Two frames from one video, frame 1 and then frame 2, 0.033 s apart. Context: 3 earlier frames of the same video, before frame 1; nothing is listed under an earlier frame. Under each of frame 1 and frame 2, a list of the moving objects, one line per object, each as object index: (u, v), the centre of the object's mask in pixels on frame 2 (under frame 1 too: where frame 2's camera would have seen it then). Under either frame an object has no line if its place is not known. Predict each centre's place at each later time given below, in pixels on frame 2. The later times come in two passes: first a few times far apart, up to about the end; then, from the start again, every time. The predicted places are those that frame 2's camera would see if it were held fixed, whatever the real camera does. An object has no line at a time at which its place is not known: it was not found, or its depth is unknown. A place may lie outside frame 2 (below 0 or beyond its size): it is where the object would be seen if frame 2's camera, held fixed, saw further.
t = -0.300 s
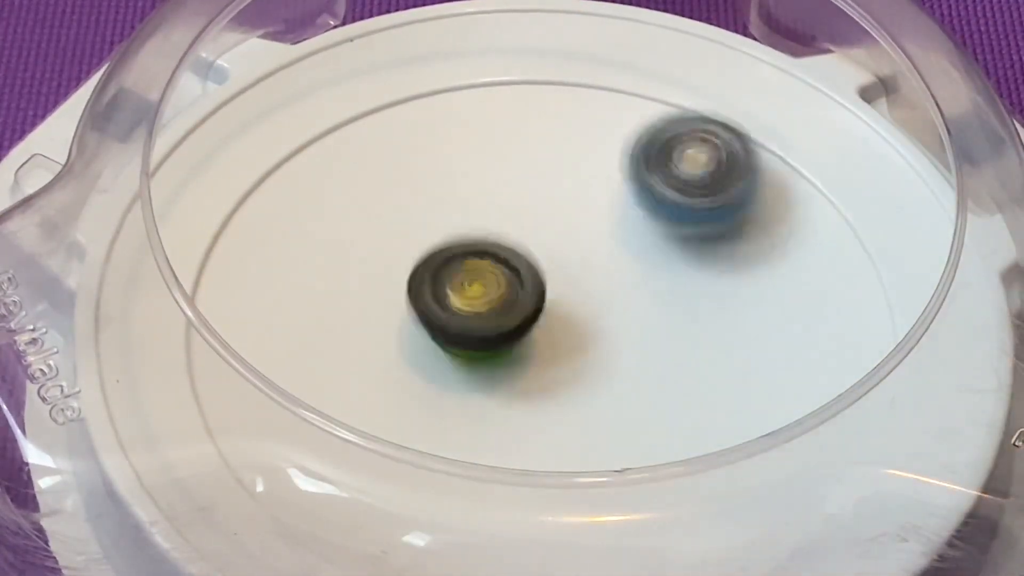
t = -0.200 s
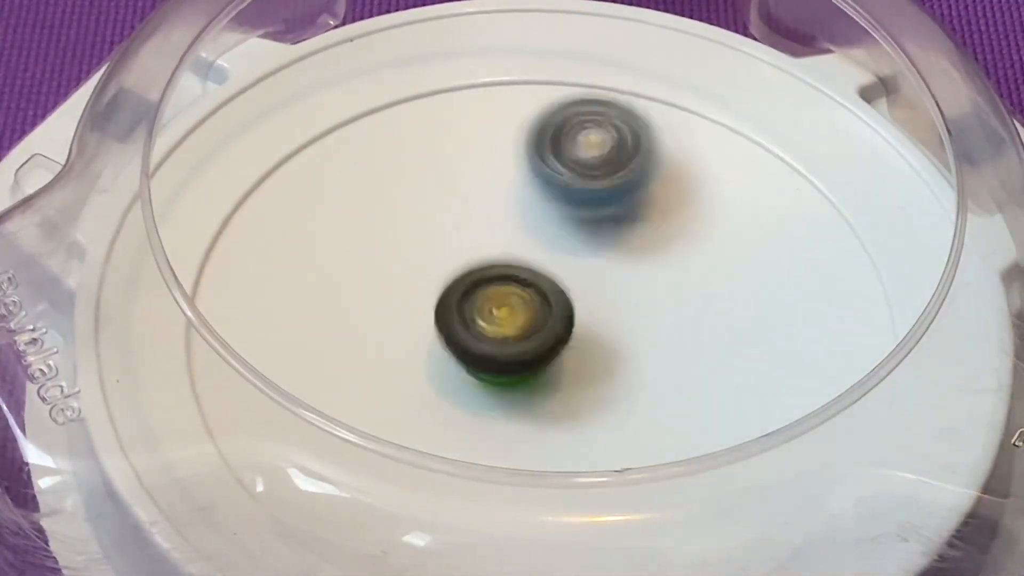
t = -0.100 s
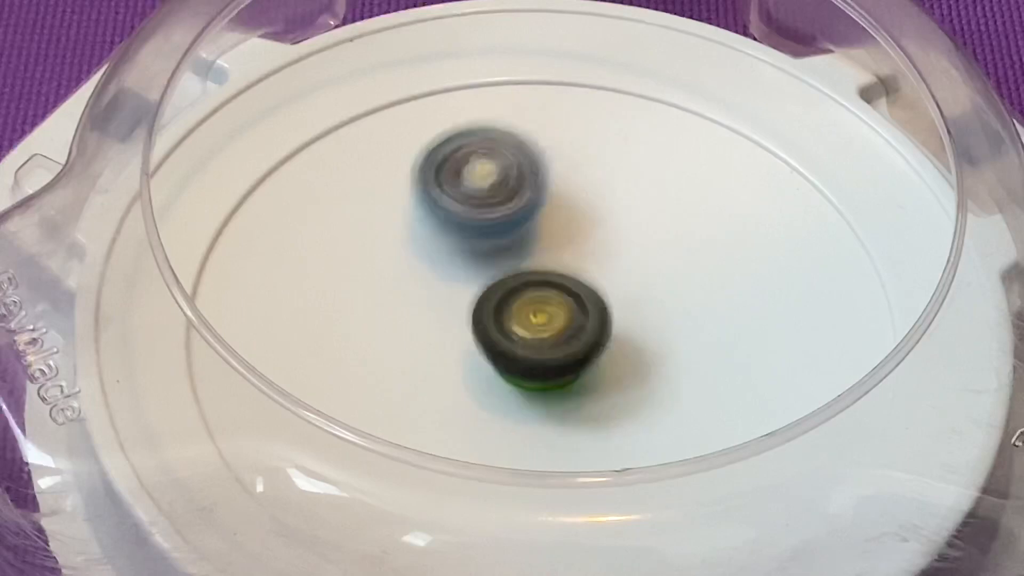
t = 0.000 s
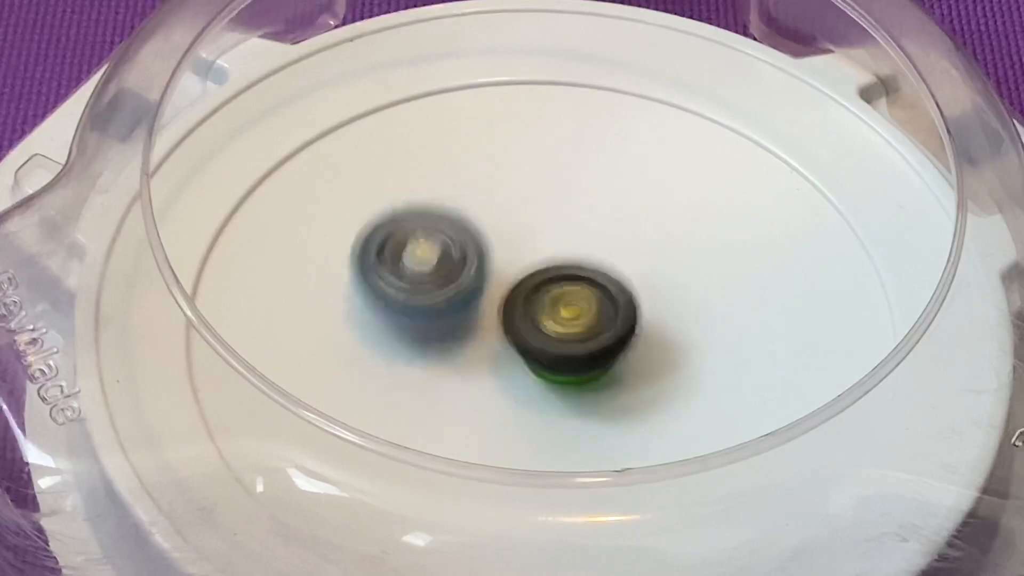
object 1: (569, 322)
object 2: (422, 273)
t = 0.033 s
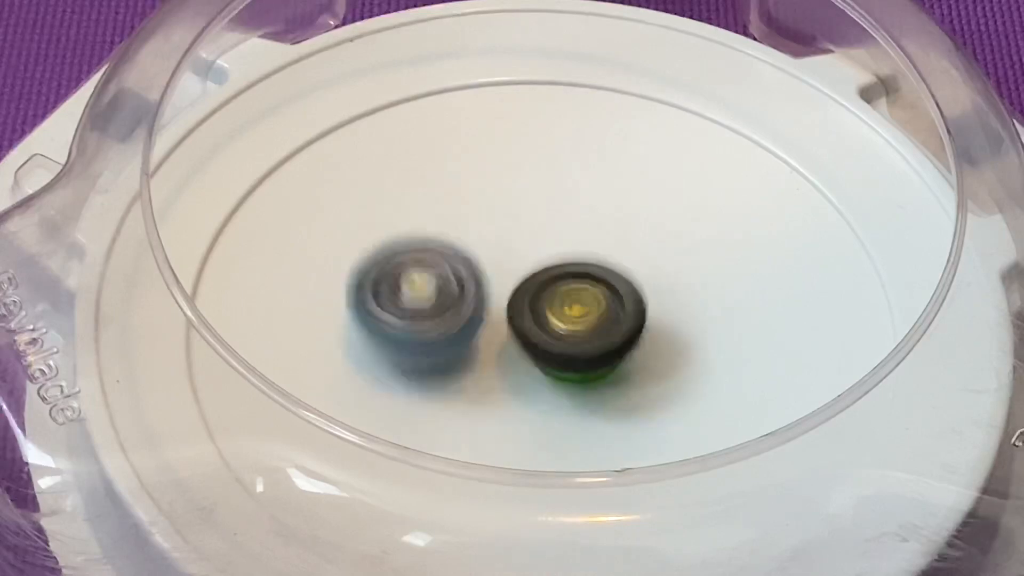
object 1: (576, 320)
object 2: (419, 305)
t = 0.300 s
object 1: (580, 323)
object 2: (658, 448)
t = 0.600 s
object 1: (526, 310)
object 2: (735, 294)
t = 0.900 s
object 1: (528, 379)
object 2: (520, 252)
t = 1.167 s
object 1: (540, 473)
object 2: (449, 266)
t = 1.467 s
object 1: (628, 367)
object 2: (433, 261)
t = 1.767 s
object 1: (570, 333)
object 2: (421, 307)
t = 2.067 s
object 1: (537, 358)
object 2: (418, 264)
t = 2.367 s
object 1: (582, 339)
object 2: (414, 269)
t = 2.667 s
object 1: (621, 308)
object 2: (456, 272)
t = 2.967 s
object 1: (613, 326)
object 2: (459, 282)
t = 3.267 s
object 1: (616, 358)
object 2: (474, 259)
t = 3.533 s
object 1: (588, 359)
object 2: (471, 260)
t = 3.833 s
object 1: (579, 379)
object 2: (468, 225)
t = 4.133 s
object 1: (565, 358)
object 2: (491, 243)
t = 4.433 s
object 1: (554, 365)
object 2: (544, 211)
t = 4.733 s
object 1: (539, 343)
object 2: (584, 222)
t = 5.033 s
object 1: (498, 356)
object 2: (638, 226)
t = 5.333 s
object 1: (485, 346)
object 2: (645, 271)
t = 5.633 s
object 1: (482, 318)
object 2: (665, 304)
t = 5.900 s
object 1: (489, 282)
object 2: (663, 374)
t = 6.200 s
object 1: (527, 282)
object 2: (600, 394)
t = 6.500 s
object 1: (550, 272)
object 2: (526, 412)
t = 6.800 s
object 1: (590, 293)
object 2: (431, 396)
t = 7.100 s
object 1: (599, 322)
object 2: (455, 355)
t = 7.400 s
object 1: (599, 342)
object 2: (458, 296)
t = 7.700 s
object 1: (578, 359)
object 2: (499, 236)
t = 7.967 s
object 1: (539, 345)
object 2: (594, 235)
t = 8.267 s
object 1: (509, 314)
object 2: (650, 280)
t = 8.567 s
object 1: (508, 282)
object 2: (630, 354)
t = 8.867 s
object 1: (542, 274)
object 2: (534, 397)
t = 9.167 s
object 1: (578, 304)
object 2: (451, 369)
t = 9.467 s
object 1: (584, 343)
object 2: (440, 303)
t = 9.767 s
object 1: (551, 364)
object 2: (535, 241)
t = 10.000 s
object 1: (519, 342)
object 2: (637, 240)
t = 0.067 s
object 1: (583, 317)
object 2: (426, 338)
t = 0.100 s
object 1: (587, 316)
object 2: (441, 368)
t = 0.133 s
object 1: (591, 315)
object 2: (465, 395)
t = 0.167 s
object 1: (591, 315)
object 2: (495, 412)
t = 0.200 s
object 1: (592, 316)
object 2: (530, 424)
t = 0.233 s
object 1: (590, 317)
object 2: (571, 431)
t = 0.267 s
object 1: (586, 320)
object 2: (613, 446)
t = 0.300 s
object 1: (580, 323)
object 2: (658, 448)
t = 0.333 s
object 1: (571, 326)
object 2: (696, 442)
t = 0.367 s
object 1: (564, 329)
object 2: (727, 429)
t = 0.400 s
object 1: (552, 330)
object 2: (751, 414)
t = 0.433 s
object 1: (542, 329)
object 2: (760, 384)
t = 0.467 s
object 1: (531, 328)
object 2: (770, 369)
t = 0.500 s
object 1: (524, 323)
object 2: (772, 357)
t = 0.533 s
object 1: (521, 318)
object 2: (765, 339)
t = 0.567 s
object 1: (522, 312)
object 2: (753, 317)
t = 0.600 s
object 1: (526, 310)
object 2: (735, 294)
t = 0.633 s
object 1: (533, 309)
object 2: (714, 272)
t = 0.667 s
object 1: (538, 312)
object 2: (687, 256)
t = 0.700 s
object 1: (542, 317)
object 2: (655, 245)
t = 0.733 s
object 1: (543, 328)
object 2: (628, 231)
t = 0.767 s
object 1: (538, 341)
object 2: (609, 223)
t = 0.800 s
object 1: (536, 354)
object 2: (585, 221)
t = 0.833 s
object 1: (533, 364)
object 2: (562, 226)
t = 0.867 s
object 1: (532, 372)
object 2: (541, 237)
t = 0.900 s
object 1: (528, 379)
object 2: (520, 252)
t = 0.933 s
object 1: (526, 381)
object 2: (502, 266)
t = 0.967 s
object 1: (522, 400)
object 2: (491, 270)
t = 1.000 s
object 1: (519, 420)
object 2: (482, 255)
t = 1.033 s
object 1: (521, 431)
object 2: (475, 248)
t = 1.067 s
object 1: (522, 458)
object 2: (467, 246)
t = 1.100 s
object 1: (526, 471)
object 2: (459, 251)
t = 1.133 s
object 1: (531, 473)
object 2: (453, 258)
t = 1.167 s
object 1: (540, 473)
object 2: (449, 266)
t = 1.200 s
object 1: (545, 461)
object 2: (446, 273)
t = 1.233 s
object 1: (550, 453)
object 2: (446, 280)
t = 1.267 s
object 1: (558, 431)
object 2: (449, 288)
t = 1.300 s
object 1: (564, 421)
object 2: (454, 293)
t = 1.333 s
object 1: (572, 409)
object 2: (458, 300)
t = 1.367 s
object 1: (577, 390)
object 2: (464, 305)
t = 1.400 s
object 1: (595, 381)
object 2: (456, 293)
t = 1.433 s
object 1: (614, 374)
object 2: (442, 275)
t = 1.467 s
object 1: (628, 367)
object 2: (433, 261)
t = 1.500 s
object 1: (638, 362)
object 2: (427, 252)
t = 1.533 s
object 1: (646, 358)
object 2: (424, 250)
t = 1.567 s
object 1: (648, 353)
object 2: (421, 252)
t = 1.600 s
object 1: (641, 349)
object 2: (419, 259)
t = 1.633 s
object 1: (631, 345)
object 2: (418, 269)
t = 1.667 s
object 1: (614, 340)
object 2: (419, 281)
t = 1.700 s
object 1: (595, 336)
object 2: (422, 291)
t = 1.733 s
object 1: (578, 334)
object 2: (427, 301)
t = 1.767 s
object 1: (570, 333)
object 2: (421, 307)
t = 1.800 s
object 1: (566, 336)
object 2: (414, 306)
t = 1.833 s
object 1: (560, 338)
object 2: (410, 306)
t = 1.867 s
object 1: (552, 340)
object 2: (409, 304)
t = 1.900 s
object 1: (547, 343)
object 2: (407, 299)
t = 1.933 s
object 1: (547, 347)
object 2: (403, 291)
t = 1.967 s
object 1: (544, 350)
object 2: (403, 285)
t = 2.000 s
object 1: (541, 351)
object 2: (408, 280)
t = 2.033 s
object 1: (534, 351)
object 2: (416, 275)
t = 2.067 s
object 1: (537, 358)
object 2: (418, 264)
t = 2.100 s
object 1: (543, 365)
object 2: (418, 253)
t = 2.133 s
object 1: (549, 369)
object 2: (420, 249)
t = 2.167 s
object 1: (556, 370)
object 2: (420, 248)
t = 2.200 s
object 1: (562, 369)
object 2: (419, 248)
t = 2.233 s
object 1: (571, 365)
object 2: (416, 250)
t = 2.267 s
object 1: (576, 360)
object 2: (413, 251)
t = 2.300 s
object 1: (579, 354)
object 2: (410, 255)
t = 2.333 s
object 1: (581, 347)
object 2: (410, 261)
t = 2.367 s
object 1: (582, 339)
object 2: (414, 269)
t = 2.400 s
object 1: (582, 332)
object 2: (419, 278)
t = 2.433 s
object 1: (580, 325)
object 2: (425, 284)
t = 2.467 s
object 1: (580, 318)
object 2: (434, 288)
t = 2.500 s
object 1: (588, 313)
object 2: (437, 286)
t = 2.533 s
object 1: (595, 310)
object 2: (444, 282)
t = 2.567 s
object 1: (599, 308)
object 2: (451, 280)
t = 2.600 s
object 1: (603, 306)
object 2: (458, 278)
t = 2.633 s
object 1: (612, 306)
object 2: (458, 275)
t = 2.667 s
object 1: (621, 308)
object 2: (456, 272)
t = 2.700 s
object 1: (624, 309)
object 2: (457, 272)
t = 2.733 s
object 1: (624, 309)
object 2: (460, 273)
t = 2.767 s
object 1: (621, 310)
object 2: (464, 276)
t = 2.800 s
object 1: (616, 311)
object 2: (470, 281)
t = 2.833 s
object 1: (616, 313)
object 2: (469, 282)
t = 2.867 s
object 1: (618, 316)
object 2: (464, 281)
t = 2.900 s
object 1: (619, 320)
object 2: (461, 281)
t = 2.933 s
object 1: (618, 323)
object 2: (460, 281)
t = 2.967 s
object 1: (613, 326)
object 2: (459, 282)
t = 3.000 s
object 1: (607, 328)
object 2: (460, 282)
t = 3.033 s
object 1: (600, 330)
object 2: (463, 282)
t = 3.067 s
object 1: (601, 333)
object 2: (464, 277)
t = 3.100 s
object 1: (600, 335)
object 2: (469, 275)
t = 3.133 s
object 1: (599, 338)
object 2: (474, 273)
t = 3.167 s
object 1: (600, 341)
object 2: (478, 272)
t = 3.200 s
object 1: (600, 343)
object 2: (482, 271)
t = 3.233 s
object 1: (607, 350)
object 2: (478, 265)
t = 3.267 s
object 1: (616, 358)
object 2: (474, 259)
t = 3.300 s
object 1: (621, 363)
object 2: (471, 256)
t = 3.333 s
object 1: (623, 366)
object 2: (470, 253)
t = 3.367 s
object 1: (622, 369)
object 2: (468, 253)
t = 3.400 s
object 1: (618, 370)
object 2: (468, 253)
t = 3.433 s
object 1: (612, 369)
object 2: (468, 253)
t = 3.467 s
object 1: (605, 366)
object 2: (469, 255)
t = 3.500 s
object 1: (597, 364)
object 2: (470, 257)
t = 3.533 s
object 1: (588, 359)
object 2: (471, 260)
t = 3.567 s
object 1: (577, 353)
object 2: (473, 262)
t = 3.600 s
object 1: (571, 352)
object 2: (473, 260)
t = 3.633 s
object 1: (568, 353)
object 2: (473, 256)
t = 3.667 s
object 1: (566, 354)
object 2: (473, 255)
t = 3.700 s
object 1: (565, 353)
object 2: (475, 255)
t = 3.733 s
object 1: (566, 357)
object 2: (476, 251)
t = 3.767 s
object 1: (572, 367)
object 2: (472, 239)
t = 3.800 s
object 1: (577, 375)
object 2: (470, 229)
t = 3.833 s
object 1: (579, 379)
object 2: (468, 225)
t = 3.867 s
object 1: (580, 381)
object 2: (467, 224)
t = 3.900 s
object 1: (580, 381)
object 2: (467, 225)
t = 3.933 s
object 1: (579, 379)
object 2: (468, 228)
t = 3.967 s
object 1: (578, 376)
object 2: (470, 231)
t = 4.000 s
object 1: (575, 373)
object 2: (472, 236)
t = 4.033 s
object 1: (573, 368)
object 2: (476, 242)
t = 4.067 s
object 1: (569, 361)
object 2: (482, 248)
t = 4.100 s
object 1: (565, 355)
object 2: (487, 252)
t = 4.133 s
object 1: (565, 358)
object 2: (491, 243)
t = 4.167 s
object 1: (564, 359)
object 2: (496, 238)
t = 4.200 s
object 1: (565, 361)
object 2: (504, 230)
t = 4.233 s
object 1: (563, 360)
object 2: (510, 229)
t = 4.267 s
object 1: (562, 357)
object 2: (516, 231)
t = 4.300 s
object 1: (560, 354)
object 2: (522, 232)
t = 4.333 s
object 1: (558, 354)
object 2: (529, 230)
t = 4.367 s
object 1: (556, 361)
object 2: (534, 219)
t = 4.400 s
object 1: (555, 364)
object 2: (539, 216)
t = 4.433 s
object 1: (554, 365)
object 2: (544, 211)
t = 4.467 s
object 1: (553, 364)
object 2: (548, 210)
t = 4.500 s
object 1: (551, 362)
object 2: (553, 209)
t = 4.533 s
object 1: (549, 360)
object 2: (557, 209)
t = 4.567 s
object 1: (547, 358)
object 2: (561, 209)
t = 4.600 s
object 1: (545, 355)
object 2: (566, 211)
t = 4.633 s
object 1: (543, 353)
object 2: (571, 212)
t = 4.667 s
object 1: (542, 350)
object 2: (575, 216)
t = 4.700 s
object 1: (540, 346)
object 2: (579, 218)
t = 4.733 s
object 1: (539, 343)
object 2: (584, 222)
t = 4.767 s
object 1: (538, 340)
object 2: (587, 225)
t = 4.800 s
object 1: (536, 337)
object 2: (593, 227)
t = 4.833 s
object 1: (525, 344)
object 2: (611, 220)
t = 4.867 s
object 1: (515, 350)
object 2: (626, 215)
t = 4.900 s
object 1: (508, 354)
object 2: (638, 211)
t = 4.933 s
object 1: (503, 356)
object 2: (645, 212)
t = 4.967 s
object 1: (499, 357)
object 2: (647, 216)
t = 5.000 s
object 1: (498, 357)
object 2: (645, 220)
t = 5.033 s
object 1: (498, 356)
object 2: (638, 226)
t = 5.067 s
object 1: (499, 354)
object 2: (631, 232)
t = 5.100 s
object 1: (502, 352)
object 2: (622, 238)
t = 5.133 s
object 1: (505, 349)
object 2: (614, 245)
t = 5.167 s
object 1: (509, 346)
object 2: (609, 252)
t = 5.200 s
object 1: (509, 342)
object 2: (608, 257)
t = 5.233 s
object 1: (499, 346)
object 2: (621, 258)
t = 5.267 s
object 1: (493, 348)
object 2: (630, 263)
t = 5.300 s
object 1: (489, 347)
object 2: (638, 266)
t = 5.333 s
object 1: (485, 346)
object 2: (645, 271)
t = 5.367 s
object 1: (483, 345)
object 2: (655, 275)
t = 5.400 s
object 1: (480, 342)
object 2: (664, 283)
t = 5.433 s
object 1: (479, 340)
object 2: (672, 289)
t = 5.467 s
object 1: (478, 337)
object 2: (677, 293)
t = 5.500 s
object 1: (478, 333)
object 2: (679, 296)
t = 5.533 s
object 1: (478, 329)
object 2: (677, 299)
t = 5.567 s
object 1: (479, 325)
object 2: (674, 300)
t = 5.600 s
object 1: (480, 321)
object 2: (669, 302)
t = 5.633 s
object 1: (482, 318)
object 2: (665, 304)
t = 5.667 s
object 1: (485, 314)
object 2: (661, 306)
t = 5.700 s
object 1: (489, 311)
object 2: (657, 309)
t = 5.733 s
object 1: (493, 307)
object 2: (653, 313)
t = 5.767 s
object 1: (498, 304)
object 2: (650, 318)
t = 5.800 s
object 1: (503, 301)
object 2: (647, 328)
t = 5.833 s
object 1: (502, 295)
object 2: (649, 340)
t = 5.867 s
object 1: (493, 287)
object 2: (660, 358)
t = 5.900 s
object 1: (489, 282)
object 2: (663, 374)
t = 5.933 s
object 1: (489, 280)
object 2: (663, 385)
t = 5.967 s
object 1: (492, 279)
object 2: (659, 392)
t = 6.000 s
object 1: (496, 278)
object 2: (652, 395)
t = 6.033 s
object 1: (500, 277)
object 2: (645, 397)
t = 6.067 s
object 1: (505, 277)
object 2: (637, 400)
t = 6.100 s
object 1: (511, 278)
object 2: (628, 399)
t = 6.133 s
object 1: (516, 279)
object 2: (619, 400)
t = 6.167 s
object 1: (521, 280)
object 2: (609, 398)
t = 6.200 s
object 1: (527, 282)
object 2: (600, 394)
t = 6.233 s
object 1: (531, 283)
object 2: (589, 391)
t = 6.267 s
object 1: (535, 275)
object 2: (583, 404)
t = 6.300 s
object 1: (537, 267)
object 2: (576, 411)
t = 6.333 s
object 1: (539, 264)
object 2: (567, 413)
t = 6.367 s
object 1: (541, 262)
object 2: (558, 413)
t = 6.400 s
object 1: (543, 263)
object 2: (550, 414)
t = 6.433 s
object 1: (546, 265)
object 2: (542, 414)
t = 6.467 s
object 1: (547, 268)
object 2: (534, 414)
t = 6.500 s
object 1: (550, 272)
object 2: (526, 412)
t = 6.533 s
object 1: (552, 276)
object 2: (518, 409)
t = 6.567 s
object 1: (554, 281)
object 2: (511, 406)
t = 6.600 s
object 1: (556, 287)
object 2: (504, 403)
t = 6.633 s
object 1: (558, 293)
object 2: (498, 402)
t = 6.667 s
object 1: (560, 298)
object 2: (493, 400)
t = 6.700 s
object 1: (568, 299)
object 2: (477, 400)
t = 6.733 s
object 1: (579, 295)
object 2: (455, 399)
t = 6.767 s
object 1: (586, 293)
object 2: (439, 397)
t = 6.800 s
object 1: (590, 293)
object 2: (431, 396)
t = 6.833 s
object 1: (593, 295)
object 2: (426, 394)
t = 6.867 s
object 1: (595, 297)
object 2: (424, 389)
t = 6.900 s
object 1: (598, 300)
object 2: (424, 386)
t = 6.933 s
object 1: (601, 303)
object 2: (427, 382)
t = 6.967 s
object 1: (601, 307)
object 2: (431, 376)
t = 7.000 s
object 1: (602, 310)
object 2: (436, 370)
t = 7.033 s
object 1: (602, 314)
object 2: (443, 364)
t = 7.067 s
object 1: (600, 318)
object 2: (449, 360)
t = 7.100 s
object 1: (599, 322)
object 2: (455, 355)
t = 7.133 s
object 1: (605, 325)
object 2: (449, 347)
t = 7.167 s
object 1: (613, 326)
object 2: (442, 338)
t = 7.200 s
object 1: (614, 328)
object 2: (441, 329)
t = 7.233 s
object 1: (613, 330)
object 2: (441, 323)
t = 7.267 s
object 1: (611, 333)
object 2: (441, 315)
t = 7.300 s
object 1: (609, 336)
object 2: (446, 309)
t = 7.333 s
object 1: (608, 338)
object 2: (451, 304)
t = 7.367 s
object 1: (603, 340)
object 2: (455, 300)
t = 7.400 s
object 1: (599, 342)
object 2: (458, 296)
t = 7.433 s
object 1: (594, 344)
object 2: (462, 290)
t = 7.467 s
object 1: (598, 350)
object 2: (458, 279)
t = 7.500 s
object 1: (602, 356)
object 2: (453, 267)
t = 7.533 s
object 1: (601, 358)
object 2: (454, 258)
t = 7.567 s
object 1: (599, 360)
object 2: (460, 251)
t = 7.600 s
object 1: (595, 360)
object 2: (469, 245)
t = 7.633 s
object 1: (589, 360)
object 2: (479, 240)
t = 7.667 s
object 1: (585, 360)
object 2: (488, 238)
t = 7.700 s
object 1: (578, 359)
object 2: (499, 236)
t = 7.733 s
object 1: (573, 358)
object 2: (510, 236)
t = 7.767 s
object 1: (566, 357)
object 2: (522, 235)
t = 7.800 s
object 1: (561, 354)
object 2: (534, 234)
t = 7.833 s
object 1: (556, 353)
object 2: (546, 233)
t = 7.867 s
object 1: (550, 352)
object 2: (559, 232)
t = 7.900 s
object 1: (546, 351)
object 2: (571, 232)
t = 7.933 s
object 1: (541, 348)
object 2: (584, 234)
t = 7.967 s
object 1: (539, 345)
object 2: (594, 235)
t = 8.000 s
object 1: (532, 341)
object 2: (605, 238)
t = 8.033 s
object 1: (525, 341)
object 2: (618, 241)
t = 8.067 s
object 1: (520, 337)
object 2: (630, 243)
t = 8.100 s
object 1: (516, 335)
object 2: (638, 248)
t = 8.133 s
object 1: (514, 330)
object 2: (645, 253)
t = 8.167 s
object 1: (510, 326)
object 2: (649, 259)
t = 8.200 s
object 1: (509, 322)
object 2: (651, 266)
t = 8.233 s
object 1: (507, 318)
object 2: (651, 273)
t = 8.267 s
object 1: (509, 314)
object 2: (650, 280)
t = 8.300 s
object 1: (505, 308)
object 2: (649, 288)
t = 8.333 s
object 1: (503, 304)
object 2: (650, 294)
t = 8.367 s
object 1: (501, 301)
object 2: (650, 302)
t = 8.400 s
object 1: (503, 298)
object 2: (649, 309)
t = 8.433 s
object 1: (502, 293)
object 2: (648, 318)
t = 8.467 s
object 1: (504, 291)
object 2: (644, 328)
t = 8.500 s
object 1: (504, 287)
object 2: (641, 338)
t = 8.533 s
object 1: (507, 285)
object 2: (636, 347)
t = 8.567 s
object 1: (508, 282)
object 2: (630, 354)
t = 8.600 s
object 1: (511, 280)
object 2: (620, 361)
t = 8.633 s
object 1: (514, 279)
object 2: (612, 368)
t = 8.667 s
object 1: (520, 278)
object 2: (602, 375)
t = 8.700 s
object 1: (522, 275)
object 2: (592, 382)
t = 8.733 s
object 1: (527, 273)
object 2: (582, 390)
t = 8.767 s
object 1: (528, 272)
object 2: (571, 395)
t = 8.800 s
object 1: (534, 272)
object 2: (558, 398)
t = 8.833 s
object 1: (537, 273)
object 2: (546, 398)
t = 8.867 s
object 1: (542, 274)
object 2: (534, 397)
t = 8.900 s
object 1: (547, 276)
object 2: (524, 395)
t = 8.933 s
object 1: (552, 279)
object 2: (514, 392)
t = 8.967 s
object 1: (555, 281)
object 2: (504, 390)
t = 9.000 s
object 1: (561, 284)
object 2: (494, 386)
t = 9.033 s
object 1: (567, 287)
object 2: (480, 386)
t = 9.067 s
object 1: (570, 290)
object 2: (470, 381)
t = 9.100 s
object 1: (574, 295)
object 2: (462, 377)
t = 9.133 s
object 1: (575, 299)
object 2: (456, 373)
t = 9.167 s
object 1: (578, 304)
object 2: (451, 369)
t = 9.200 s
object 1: (577, 309)
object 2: (449, 364)
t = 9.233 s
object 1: (581, 313)
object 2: (444, 357)
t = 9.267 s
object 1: (585, 318)
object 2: (438, 351)
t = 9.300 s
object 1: (586, 322)
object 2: (435, 345)
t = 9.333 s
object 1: (586, 326)
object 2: (434, 338)
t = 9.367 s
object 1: (584, 330)
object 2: (434, 331)
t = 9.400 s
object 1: (583, 334)
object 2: (436, 325)
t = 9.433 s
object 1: (582, 339)
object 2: (438, 317)
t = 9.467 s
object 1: (584, 343)
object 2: (440, 303)
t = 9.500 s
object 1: (583, 347)
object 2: (445, 294)
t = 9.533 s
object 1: (579, 350)
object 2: (451, 288)
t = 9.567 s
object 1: (577, 352)
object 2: (459, 279)
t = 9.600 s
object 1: (573, 355)
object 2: (469, 271)
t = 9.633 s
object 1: (567, 357)
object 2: (480, 264)
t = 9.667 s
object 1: (564, 359)
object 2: (491, 256)
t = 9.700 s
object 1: (560, 363)
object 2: (504, 249)
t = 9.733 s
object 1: (555, 363)
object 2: (517, 243)
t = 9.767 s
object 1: (551, 364)
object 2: (535, 241)
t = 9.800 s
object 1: (545, 362)
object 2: (551, 238)
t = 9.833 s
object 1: (540, 360)
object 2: (567, 235)
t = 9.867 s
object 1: (535, 358)
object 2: (583, 235)
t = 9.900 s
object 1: (529, 356)
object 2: (598, 232)
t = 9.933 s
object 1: (526, 351)
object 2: (613, 235)
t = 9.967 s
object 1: (522, 347)
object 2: (625, 237)
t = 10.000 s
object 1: (519, 342)
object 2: (637, 240)
